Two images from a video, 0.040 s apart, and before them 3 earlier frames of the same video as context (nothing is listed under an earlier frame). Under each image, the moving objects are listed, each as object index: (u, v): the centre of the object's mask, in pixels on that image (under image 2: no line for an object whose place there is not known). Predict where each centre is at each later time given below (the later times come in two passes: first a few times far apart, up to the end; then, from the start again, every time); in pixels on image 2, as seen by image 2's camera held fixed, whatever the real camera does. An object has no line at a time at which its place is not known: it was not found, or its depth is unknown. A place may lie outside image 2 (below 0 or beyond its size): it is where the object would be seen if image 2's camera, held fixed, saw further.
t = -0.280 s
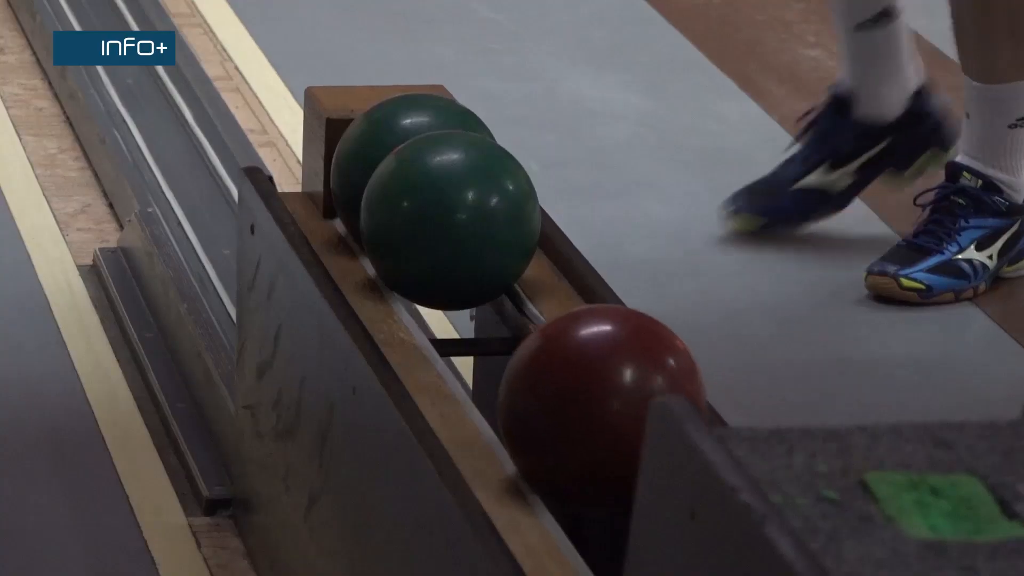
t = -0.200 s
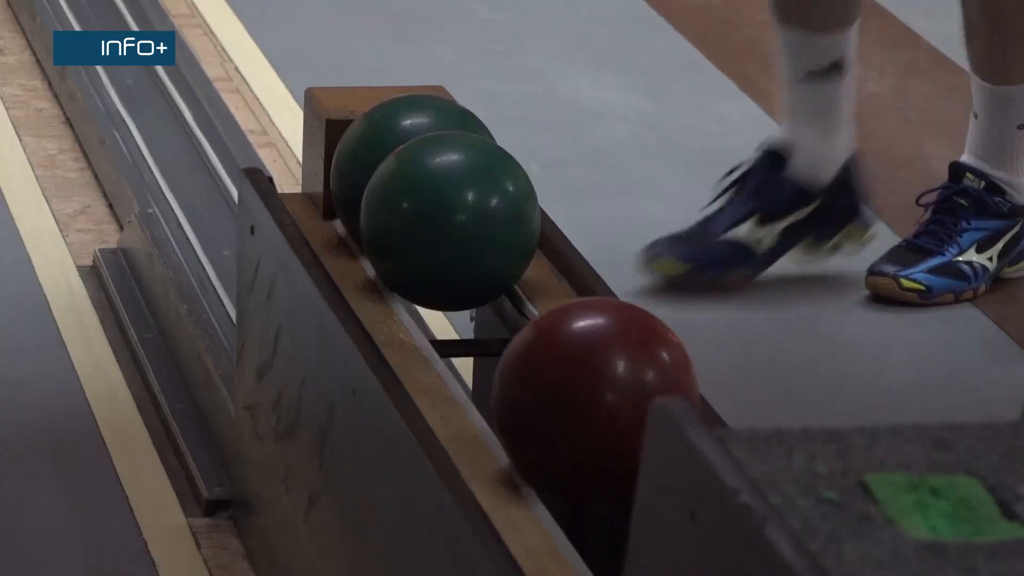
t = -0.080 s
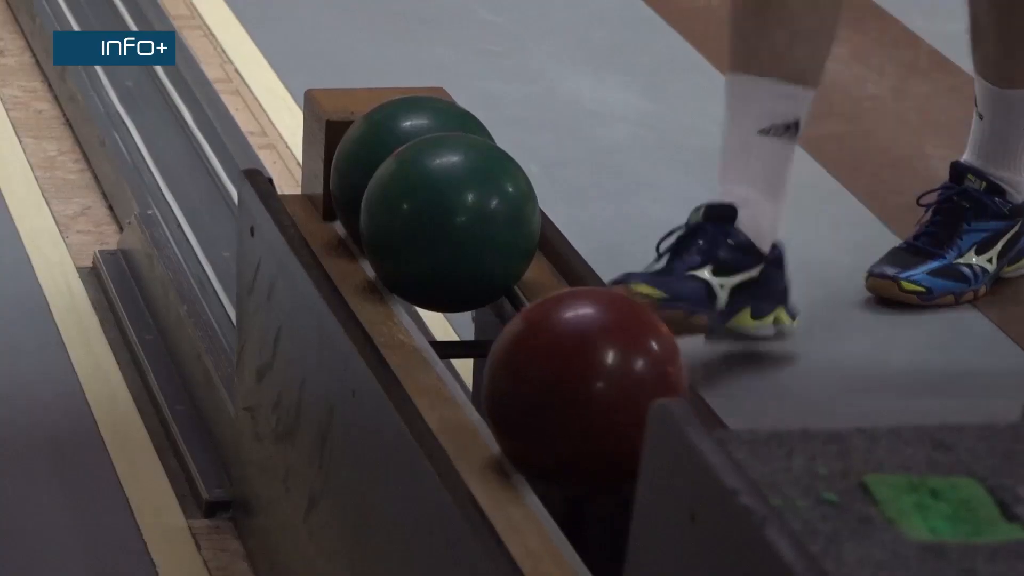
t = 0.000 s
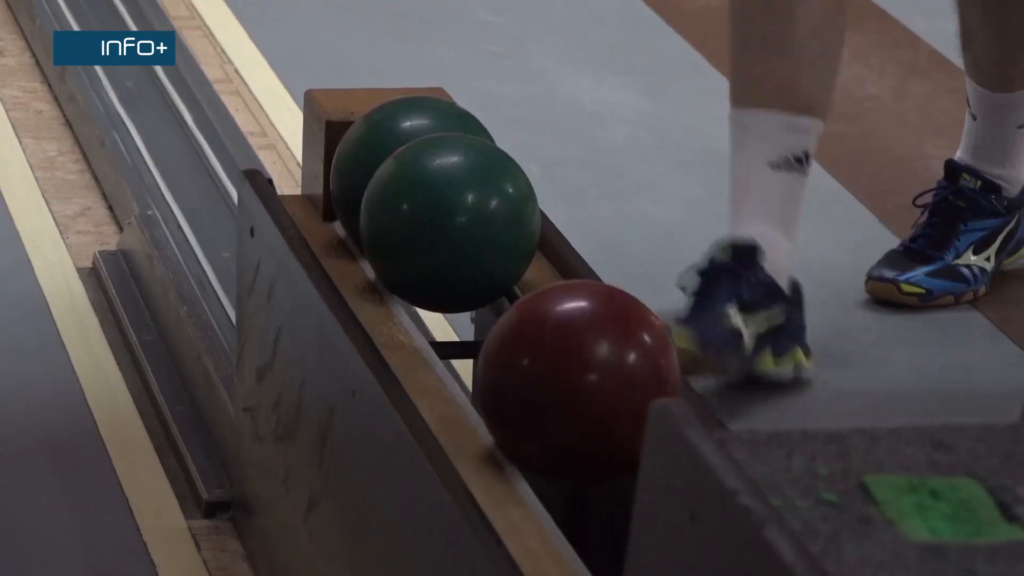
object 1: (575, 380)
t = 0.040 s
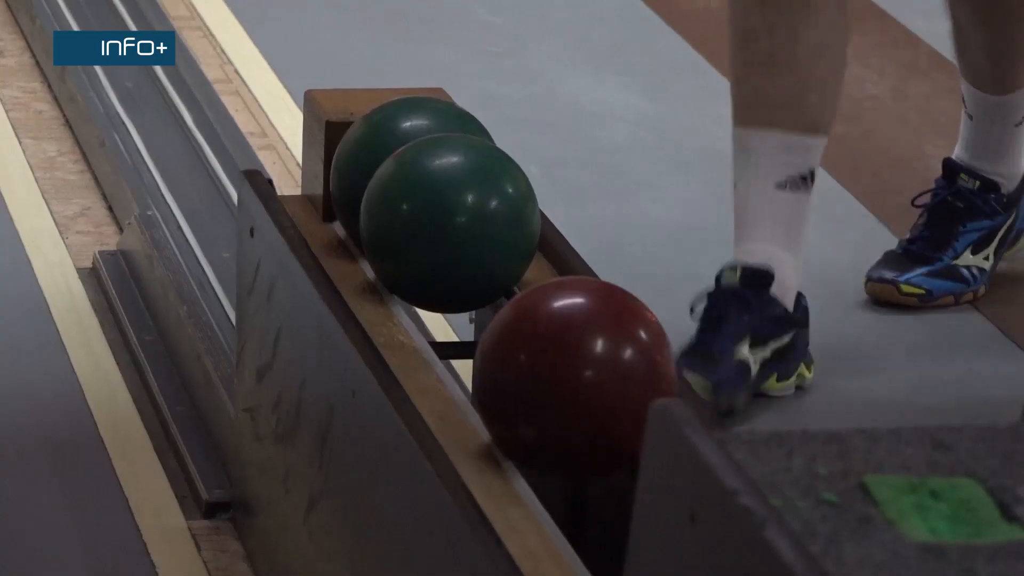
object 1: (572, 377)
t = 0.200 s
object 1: (562, 361)
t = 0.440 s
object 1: (543, 337)
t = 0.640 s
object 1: (529, 318)
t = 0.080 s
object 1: (570, 373)
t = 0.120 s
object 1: (567, 369)
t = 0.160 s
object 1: (565, 365)
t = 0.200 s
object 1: (562, 361)
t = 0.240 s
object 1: (559, 357)
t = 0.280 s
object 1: (555, 353)
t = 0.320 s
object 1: (552, 348)
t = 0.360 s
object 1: (549, 344)
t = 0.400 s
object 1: (546, 341)
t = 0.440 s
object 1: (543, 337)
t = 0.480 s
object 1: (540, 334)
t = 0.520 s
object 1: (538, 331)
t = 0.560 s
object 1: (535, 327)
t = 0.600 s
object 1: (532, 322)
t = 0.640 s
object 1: (529, 318)
